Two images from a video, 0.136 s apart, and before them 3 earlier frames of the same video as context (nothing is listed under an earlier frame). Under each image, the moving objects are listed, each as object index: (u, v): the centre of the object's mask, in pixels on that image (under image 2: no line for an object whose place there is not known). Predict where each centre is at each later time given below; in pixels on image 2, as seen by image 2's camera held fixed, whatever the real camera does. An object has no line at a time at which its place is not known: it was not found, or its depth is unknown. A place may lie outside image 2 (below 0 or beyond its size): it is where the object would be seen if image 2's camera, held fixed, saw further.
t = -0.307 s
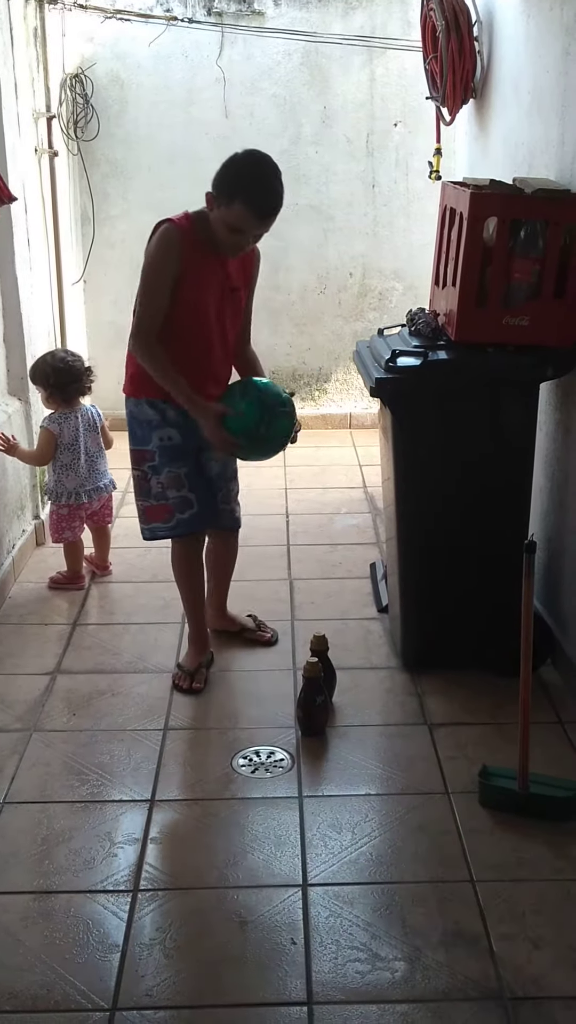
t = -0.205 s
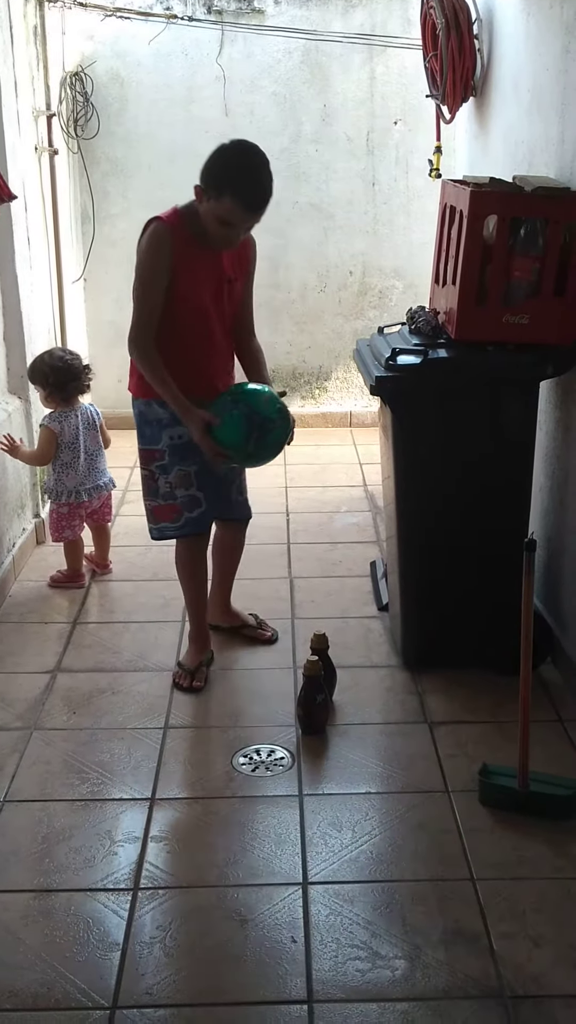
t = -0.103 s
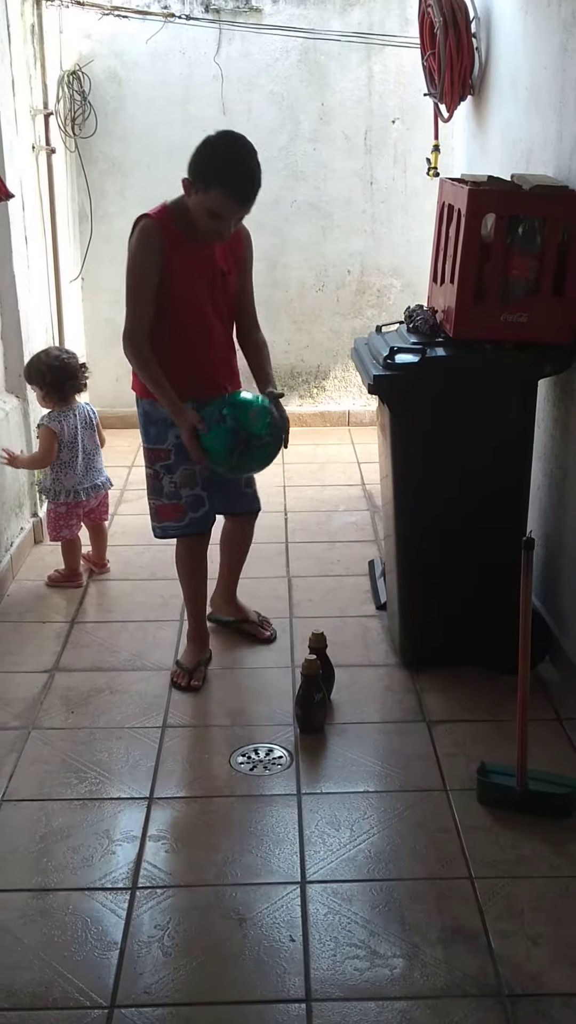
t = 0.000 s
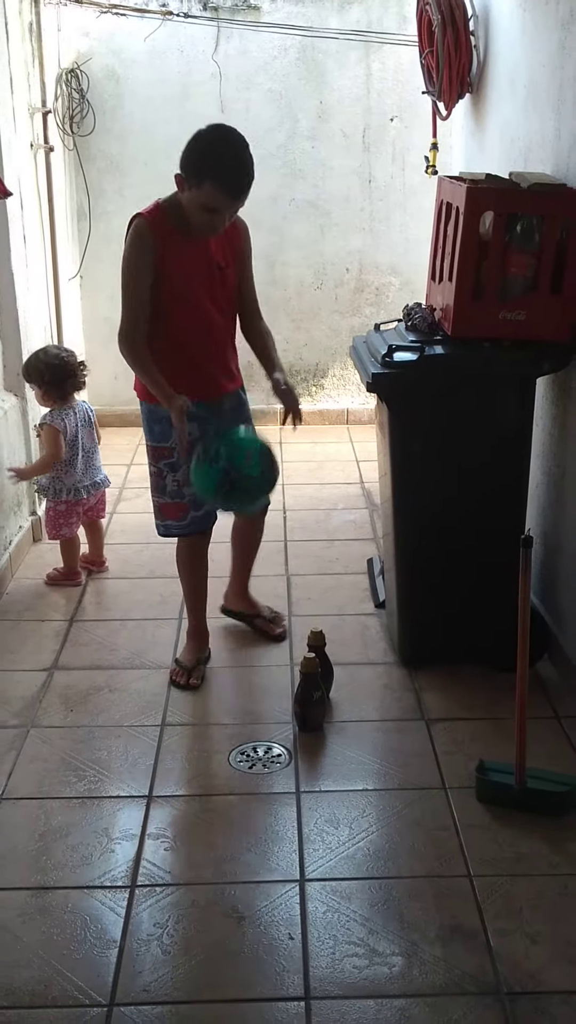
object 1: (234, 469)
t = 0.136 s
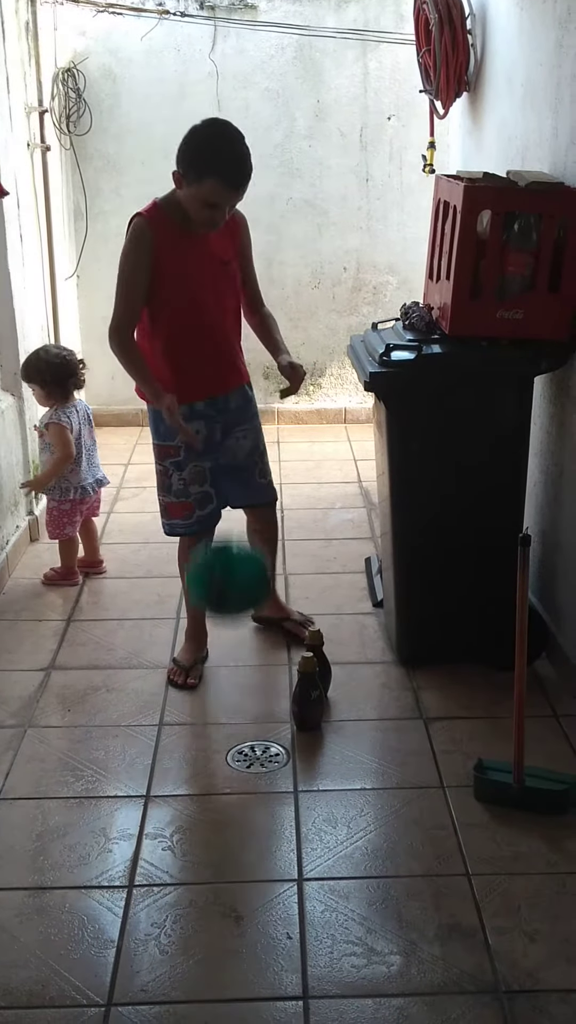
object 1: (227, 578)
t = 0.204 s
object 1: (227, 655)
